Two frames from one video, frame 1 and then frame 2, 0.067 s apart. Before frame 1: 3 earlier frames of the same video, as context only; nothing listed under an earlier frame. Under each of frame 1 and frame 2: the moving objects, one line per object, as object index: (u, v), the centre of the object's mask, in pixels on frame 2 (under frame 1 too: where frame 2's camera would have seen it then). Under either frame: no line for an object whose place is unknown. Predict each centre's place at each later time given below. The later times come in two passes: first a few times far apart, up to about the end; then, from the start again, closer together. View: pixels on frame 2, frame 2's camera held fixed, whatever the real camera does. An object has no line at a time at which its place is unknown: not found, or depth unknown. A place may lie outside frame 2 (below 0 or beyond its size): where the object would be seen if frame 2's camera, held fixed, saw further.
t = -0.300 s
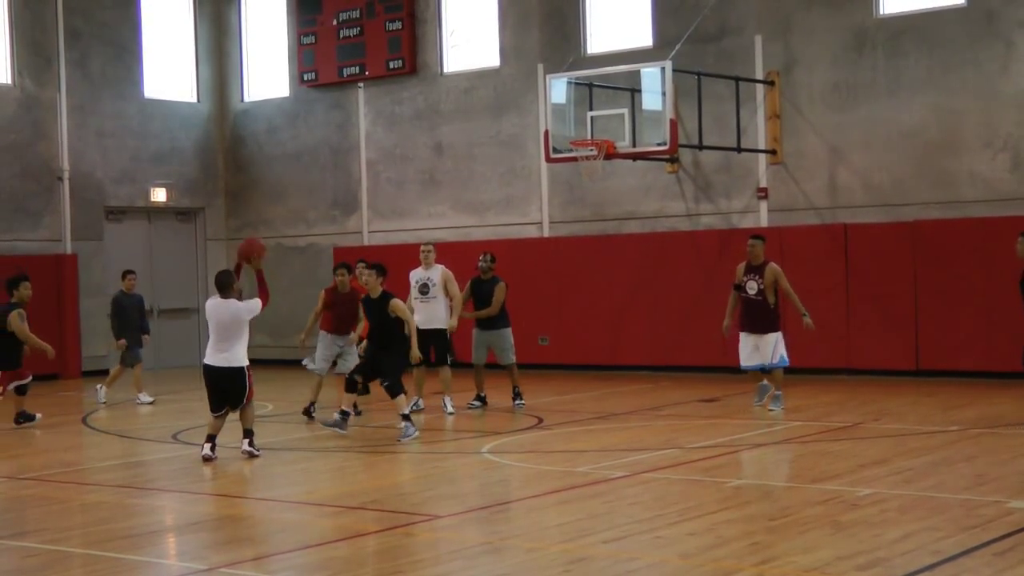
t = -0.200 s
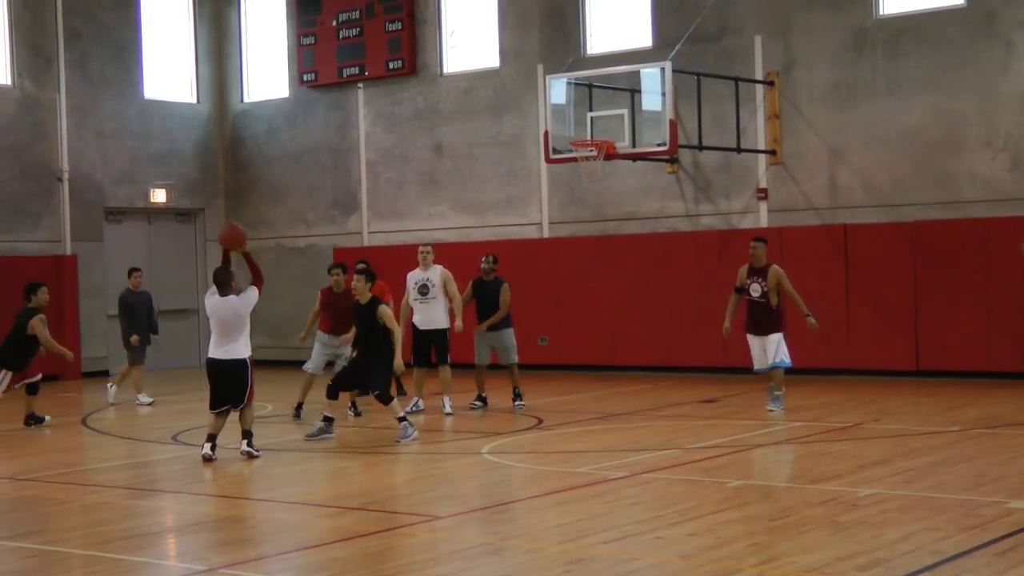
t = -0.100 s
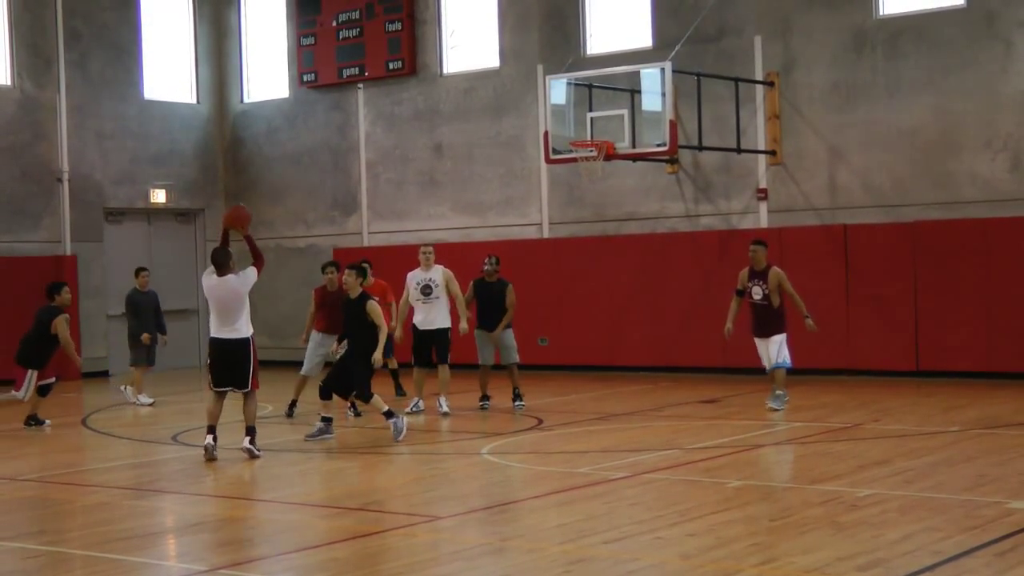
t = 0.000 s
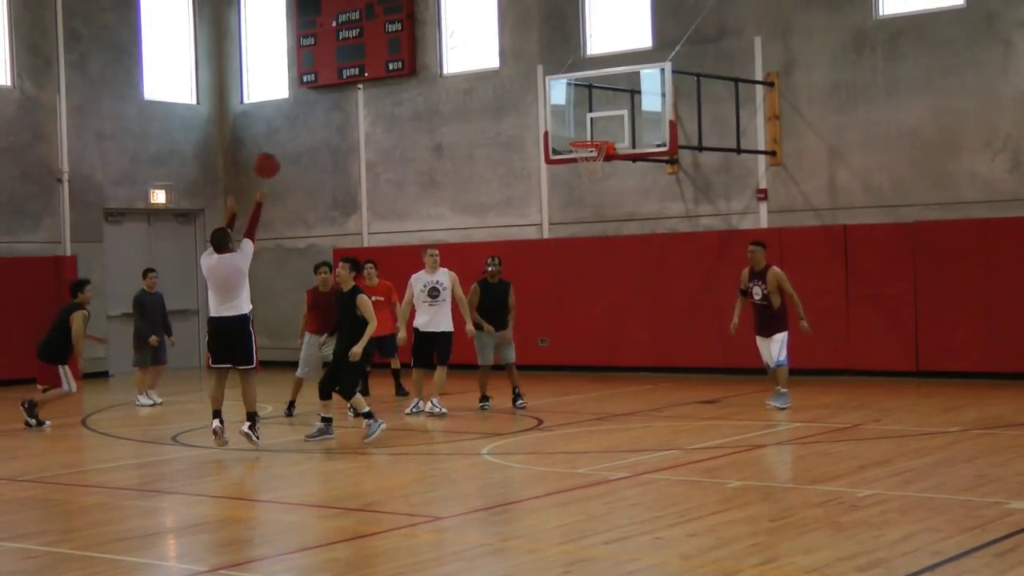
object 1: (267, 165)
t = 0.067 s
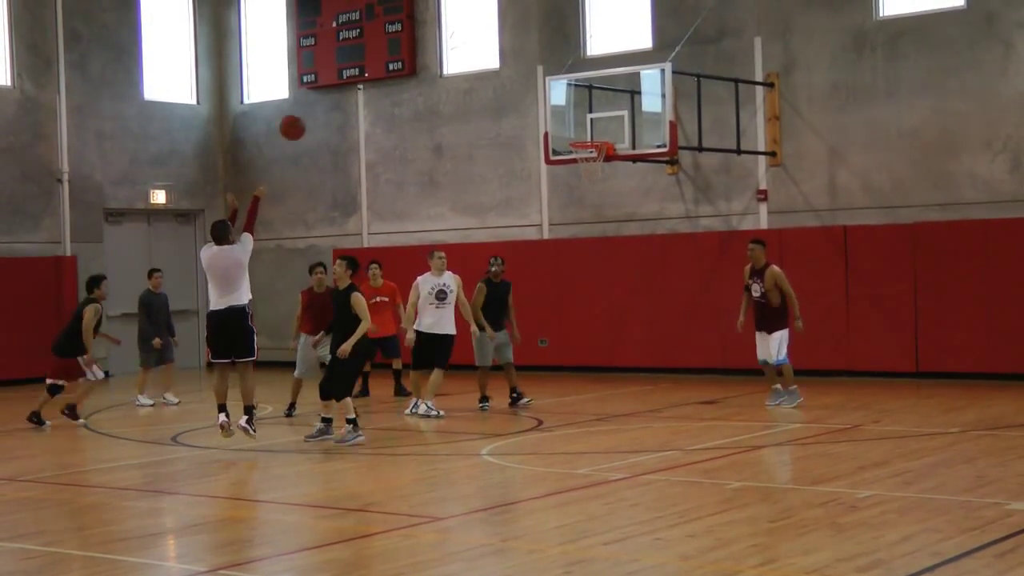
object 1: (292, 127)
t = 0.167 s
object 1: (329, 83)
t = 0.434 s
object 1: (414, 23)
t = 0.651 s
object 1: (478, 28)
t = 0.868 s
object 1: (533, 73)
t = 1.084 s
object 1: (579, 129)
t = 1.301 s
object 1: (596, 110)
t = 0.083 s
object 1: (298, 119)
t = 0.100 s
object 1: (304, 111)
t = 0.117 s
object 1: (310, 103)
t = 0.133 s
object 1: (317, 96)
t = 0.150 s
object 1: (322, 89)
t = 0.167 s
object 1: (329, 83)
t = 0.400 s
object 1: (405, 24)
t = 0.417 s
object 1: (410, 24)
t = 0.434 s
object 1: (414, 23)
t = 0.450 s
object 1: (420, 22)
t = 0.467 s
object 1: (425, 21)
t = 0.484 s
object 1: (429, 20)
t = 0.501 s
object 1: (435, 20)
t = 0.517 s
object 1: (440, 20)
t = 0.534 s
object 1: (445, 20)
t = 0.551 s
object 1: (449, 21)
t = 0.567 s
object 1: (454, 21)
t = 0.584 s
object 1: (459, 22)
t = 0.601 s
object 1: (464, 23)
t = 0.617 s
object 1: (468, 25)
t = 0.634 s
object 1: (473, 26)
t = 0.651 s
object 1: (478, 28)
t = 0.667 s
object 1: (482, 30)
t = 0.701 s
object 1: (491, 35)
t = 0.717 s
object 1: (495, 38)
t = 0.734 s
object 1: (500, 42)
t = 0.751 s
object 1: (504, 45)
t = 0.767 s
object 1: (508, 48)
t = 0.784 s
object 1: (512, 52)
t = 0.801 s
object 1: (516, 55)
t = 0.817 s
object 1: (521, 60)
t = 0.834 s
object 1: (525, 64)
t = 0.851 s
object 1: (529, 68)
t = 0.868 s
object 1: (533, 73)
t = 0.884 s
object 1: (537, 78)
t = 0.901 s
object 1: (542, 83)
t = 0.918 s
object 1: (546, 87)
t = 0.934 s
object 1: (549, 93)
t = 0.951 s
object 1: (554, 99)
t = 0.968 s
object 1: (557, 104)
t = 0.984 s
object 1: (561, 110)
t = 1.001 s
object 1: (565, 116)
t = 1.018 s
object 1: (569, 123)
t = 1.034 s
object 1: (572, 129)
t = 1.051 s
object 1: (575, 134)
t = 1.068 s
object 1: (577, 132)
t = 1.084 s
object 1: (579, 129)
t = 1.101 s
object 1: (581, 127)
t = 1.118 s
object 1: (582, 125)
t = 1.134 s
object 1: (584, 122)
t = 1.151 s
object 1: (586, 120)
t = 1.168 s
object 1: (588, 119)
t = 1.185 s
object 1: (590, 117)
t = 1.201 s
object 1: (592, 116)
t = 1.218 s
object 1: (594, 115)
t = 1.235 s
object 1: (595, 114)
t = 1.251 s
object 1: (597, 114)
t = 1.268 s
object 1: (598, 113)
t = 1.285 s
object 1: (597, 111)
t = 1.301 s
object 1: (596, 110)
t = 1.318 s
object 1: (594, 109)
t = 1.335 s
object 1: (592, 108)
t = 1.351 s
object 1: (591, 108)
